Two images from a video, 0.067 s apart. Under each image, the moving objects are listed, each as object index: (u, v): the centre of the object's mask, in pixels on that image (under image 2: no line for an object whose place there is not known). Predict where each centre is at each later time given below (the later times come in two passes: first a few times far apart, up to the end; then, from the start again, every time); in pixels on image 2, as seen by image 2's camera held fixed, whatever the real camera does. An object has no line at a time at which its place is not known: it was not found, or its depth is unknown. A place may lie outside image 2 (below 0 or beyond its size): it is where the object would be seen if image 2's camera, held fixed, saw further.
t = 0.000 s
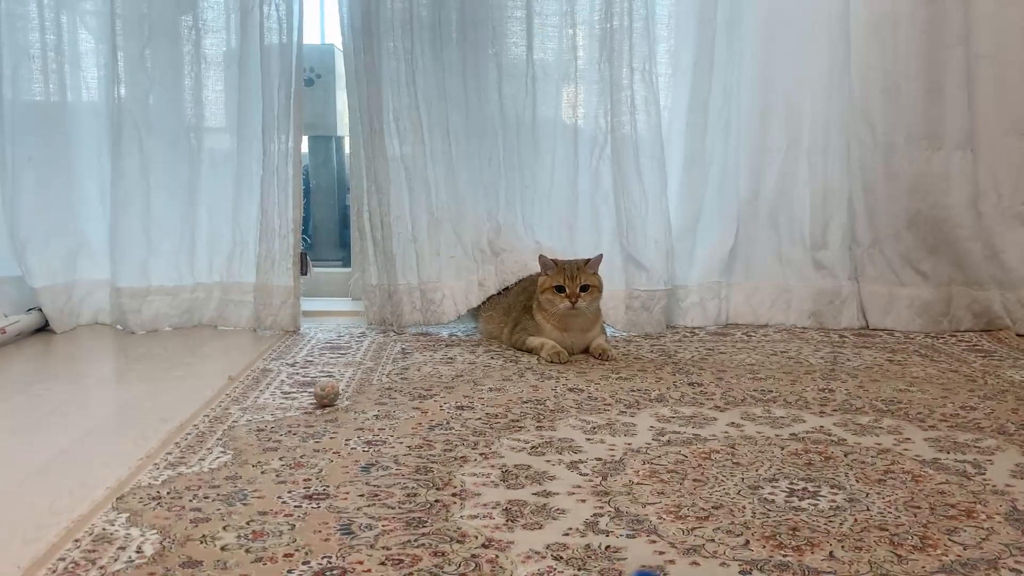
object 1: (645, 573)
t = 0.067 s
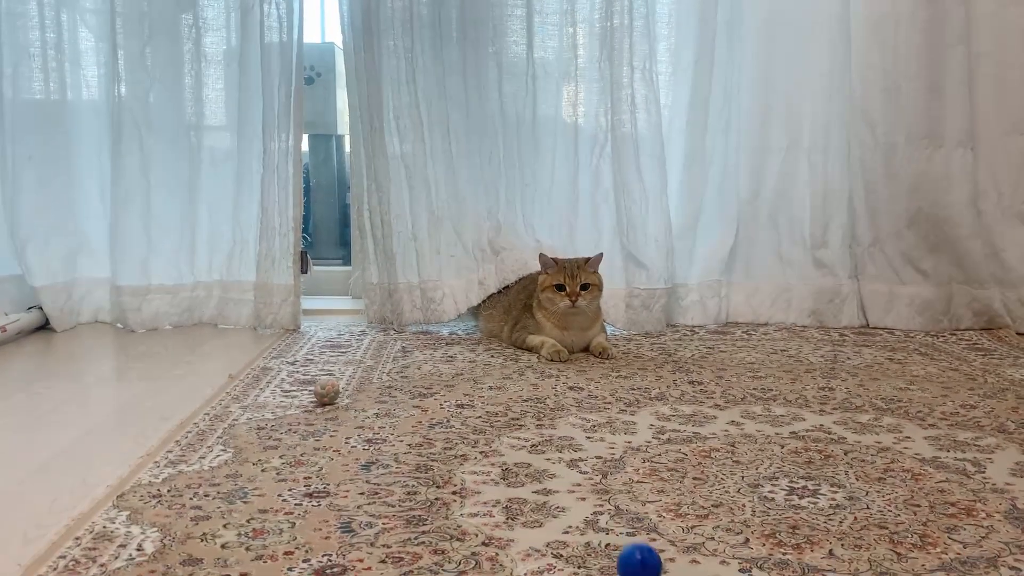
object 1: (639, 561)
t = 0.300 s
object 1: (619, 496)
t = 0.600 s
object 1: (601, 442)
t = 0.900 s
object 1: (587, 409)
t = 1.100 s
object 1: (577, 395)
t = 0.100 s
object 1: (636, 554)
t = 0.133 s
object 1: (634, 543)
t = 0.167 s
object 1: (631, 532)
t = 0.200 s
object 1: (628, 522)
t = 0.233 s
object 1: (625, 513)
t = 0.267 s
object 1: (622, 505)
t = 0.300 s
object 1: (619, 496)
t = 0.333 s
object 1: (617, 489)
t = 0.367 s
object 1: (614, 482)
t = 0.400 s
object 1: (612, 475)
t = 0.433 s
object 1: (609, 468)
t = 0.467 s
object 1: (608, 462)
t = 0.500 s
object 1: (606, 457)
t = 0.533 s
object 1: (605, 452)
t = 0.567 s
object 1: (603, 446)
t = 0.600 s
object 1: (601, 442)
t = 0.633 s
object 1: (599, 437)
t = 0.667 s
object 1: (598, 433)
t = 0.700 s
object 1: (597, 429)
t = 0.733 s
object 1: (596, 426)
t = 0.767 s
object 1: (594, 422)
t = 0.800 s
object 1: (593, 419)
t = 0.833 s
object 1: (591, 416)
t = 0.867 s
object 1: (589, 413)
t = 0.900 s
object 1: (587, 409)
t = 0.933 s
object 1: (585, 407)
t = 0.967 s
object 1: (584, 404)
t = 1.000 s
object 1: (582, 402)
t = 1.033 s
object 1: (581, 399)
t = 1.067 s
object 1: (579, 397)
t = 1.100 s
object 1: (577, 395)
